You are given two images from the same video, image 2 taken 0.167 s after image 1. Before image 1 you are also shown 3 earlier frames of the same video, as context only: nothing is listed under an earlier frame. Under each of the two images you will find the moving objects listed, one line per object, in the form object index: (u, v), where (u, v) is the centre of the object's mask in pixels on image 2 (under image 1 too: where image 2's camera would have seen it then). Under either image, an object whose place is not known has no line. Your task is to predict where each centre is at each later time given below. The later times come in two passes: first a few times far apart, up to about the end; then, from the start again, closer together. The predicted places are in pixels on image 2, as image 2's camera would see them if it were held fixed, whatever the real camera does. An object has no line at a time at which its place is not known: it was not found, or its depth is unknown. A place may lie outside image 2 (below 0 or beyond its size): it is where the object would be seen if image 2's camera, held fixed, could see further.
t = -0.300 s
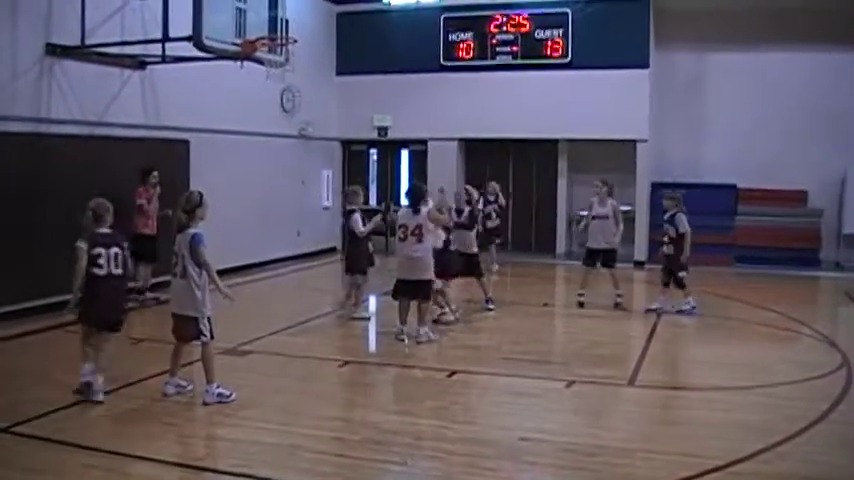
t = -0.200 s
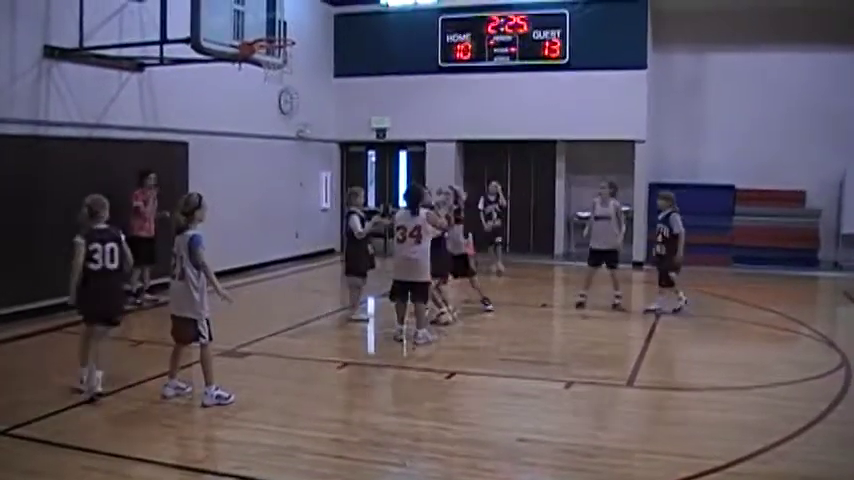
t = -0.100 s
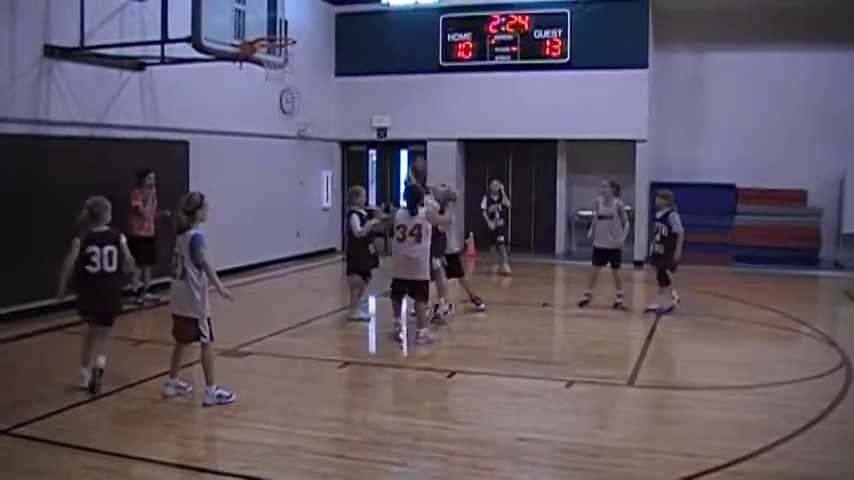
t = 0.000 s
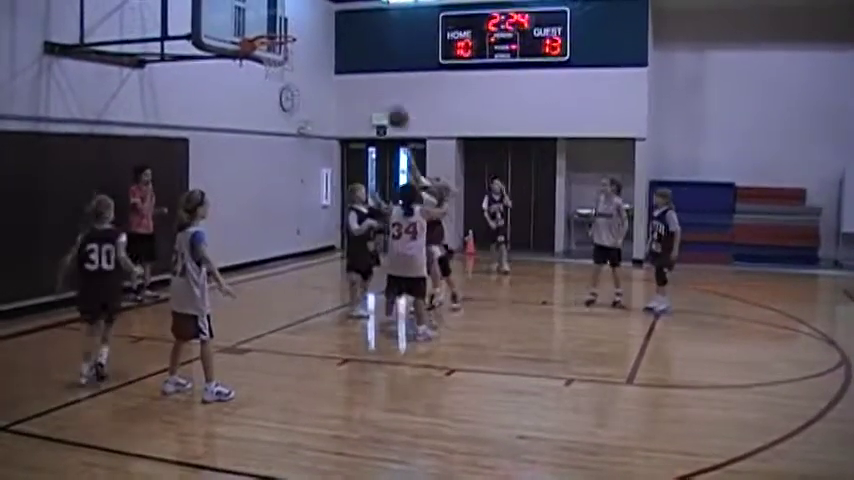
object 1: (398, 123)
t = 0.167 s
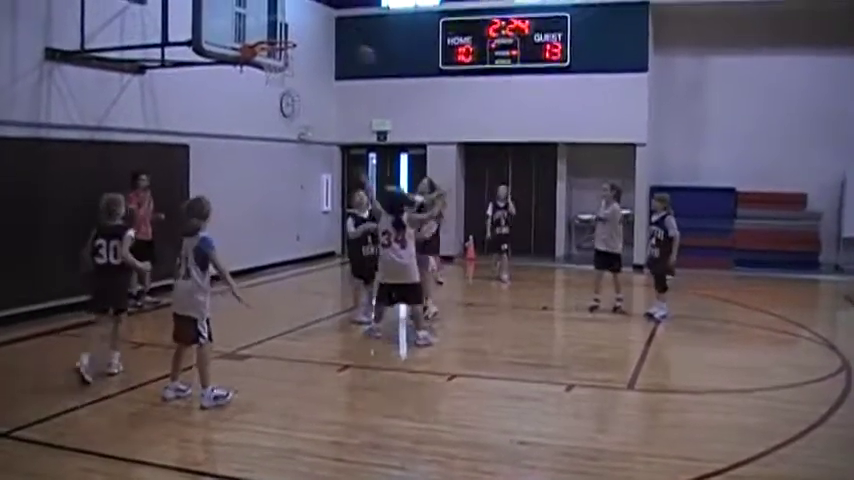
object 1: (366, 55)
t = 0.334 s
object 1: (327, 18)
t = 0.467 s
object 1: (300, 4)
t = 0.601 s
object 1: (272, 7)
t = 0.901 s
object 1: (241, 68)
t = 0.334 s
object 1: (327, 18)
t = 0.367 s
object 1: (321, 12)
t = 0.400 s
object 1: (314, 8)
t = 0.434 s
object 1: (307, 5)
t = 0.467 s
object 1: (300, 4)
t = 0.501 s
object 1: (293, 3)
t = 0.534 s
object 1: (286, 3)
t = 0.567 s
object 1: (281, 3)
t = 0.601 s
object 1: (272, 7)
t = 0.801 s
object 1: (228, 42)
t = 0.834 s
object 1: (230, 48)
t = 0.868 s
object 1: (234, 55)
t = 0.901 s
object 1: (241, 68)
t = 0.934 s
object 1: (246, 75)
